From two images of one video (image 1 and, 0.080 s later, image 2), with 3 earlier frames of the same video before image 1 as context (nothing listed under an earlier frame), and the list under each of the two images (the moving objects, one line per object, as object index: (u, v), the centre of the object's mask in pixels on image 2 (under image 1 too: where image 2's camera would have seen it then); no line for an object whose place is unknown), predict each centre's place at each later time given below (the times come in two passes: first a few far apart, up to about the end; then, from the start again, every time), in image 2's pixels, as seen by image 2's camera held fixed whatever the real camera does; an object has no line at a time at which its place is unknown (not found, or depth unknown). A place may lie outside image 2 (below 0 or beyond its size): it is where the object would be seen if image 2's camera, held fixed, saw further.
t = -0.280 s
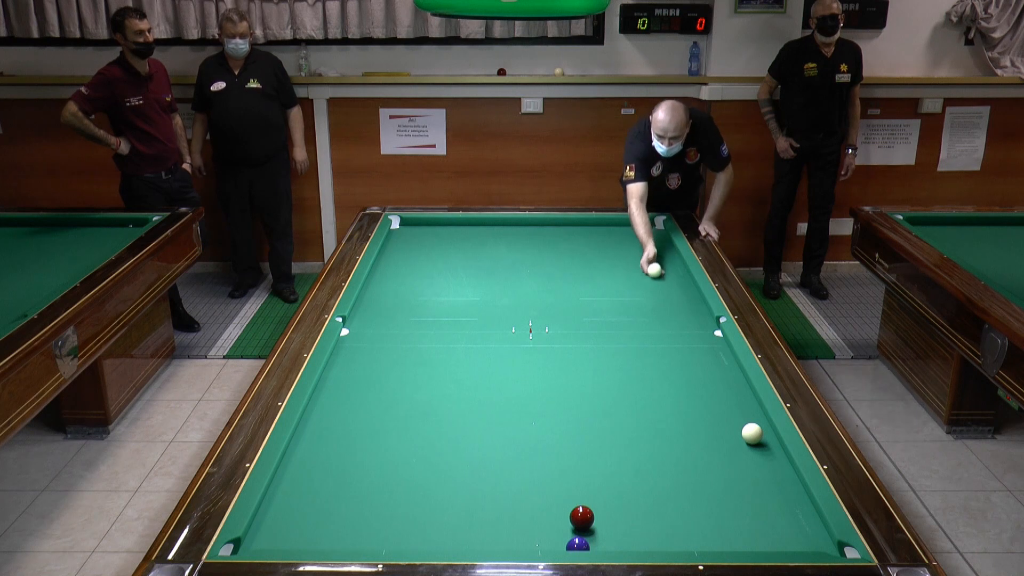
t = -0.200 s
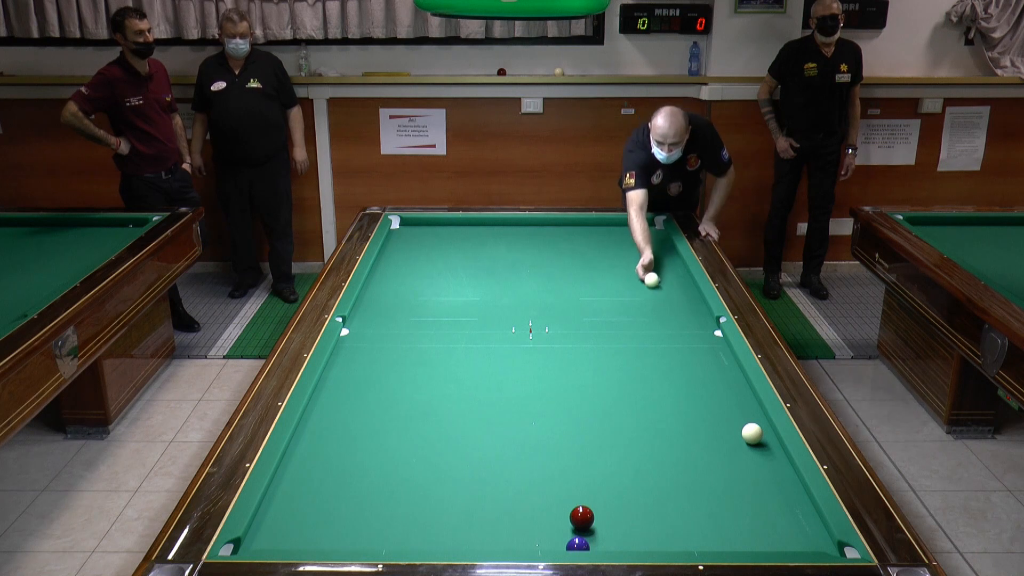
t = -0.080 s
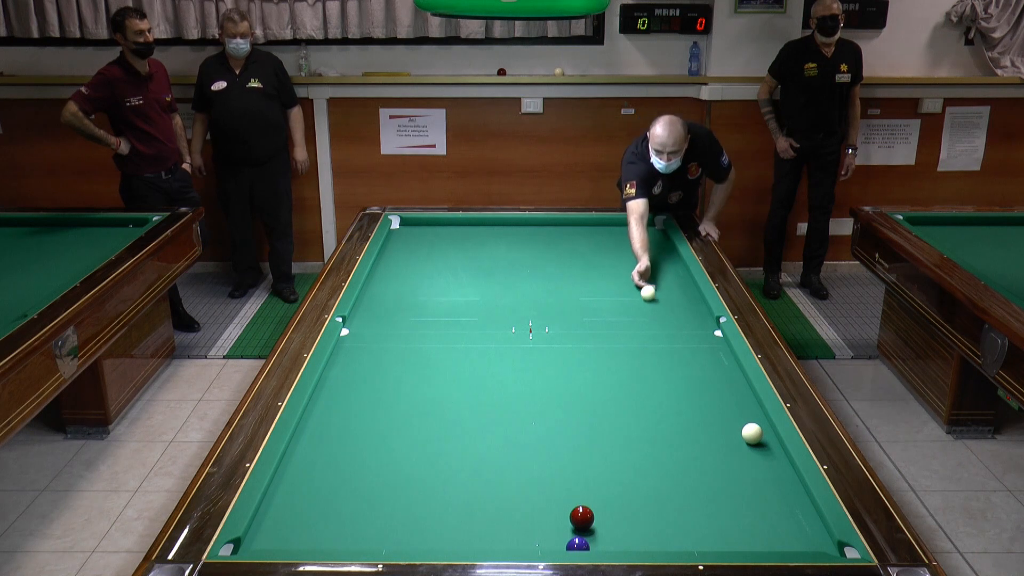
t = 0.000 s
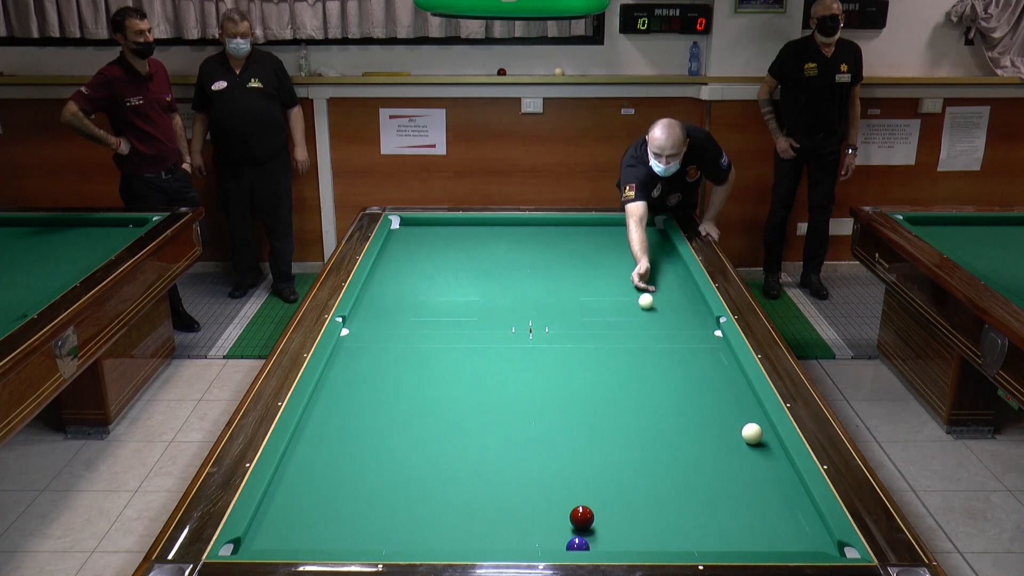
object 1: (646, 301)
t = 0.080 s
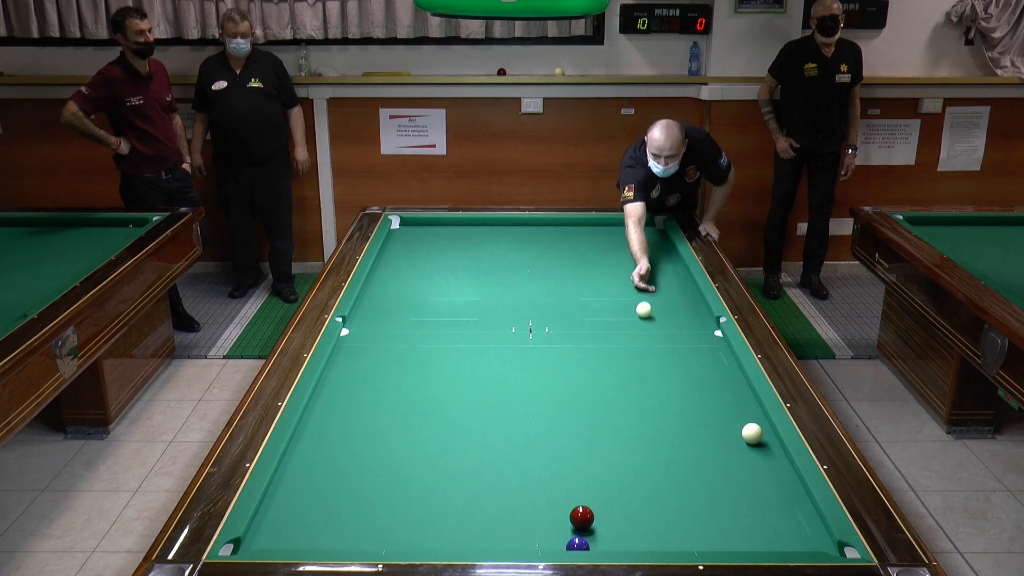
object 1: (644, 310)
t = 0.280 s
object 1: (638, 333)
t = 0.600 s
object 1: (627, 377)
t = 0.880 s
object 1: (615, 424)
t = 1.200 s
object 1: (599, 490)
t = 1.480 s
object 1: (620, 525)
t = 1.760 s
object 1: (644, 543)
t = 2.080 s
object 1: (655, 527)
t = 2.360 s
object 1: (664, 511)
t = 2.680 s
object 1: (673, 494)
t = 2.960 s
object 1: (680, 481)
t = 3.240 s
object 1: (686, 469)
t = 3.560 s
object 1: (692, 457)
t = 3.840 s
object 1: (696, 447)
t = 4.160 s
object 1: (701, 437)
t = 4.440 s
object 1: (705, 429)
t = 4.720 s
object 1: (709, 421)
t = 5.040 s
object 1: (712, 414)
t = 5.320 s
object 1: (715, 408)
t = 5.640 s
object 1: (718, 403)
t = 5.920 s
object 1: (720, 398)
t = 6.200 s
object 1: (721, 394)
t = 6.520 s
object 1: (723, 390)
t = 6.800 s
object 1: (724, 387)
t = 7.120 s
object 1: (725, 384)
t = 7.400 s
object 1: (726, 381)
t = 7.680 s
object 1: (726, 380)
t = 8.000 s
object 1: (726, 379)
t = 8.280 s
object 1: (726, 378)
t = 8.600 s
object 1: (727, 378)
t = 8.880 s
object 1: (727, 378)
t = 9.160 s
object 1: (727, 378)
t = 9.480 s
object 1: (727, 378)
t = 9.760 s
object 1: (727, 378)
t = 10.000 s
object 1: (727, 378)
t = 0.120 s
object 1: (643, 314)
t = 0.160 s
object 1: (641, 319)
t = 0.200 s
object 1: (640, 323)
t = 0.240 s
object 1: (639, 328)
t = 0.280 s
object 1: (638, 333)
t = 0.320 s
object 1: (637, 338)
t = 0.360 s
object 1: (635, 343)
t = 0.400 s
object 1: (634, 348)
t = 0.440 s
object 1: (633, 354)
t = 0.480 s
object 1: (631, 359)
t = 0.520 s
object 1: (630, 365)
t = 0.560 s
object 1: (629, 371)
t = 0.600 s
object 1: (627, 377)
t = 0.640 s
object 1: (625, 383)
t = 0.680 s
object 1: (624, 389)
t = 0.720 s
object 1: (622, 396)
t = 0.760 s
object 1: (621, 402)
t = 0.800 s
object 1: (619, 409)
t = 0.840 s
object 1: (617, 416)
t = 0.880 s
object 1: (615, 424)
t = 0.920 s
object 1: (613, 431)
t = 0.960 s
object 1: (612, 439)
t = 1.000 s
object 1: (610, 447)
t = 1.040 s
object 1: (608, 455)
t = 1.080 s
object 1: (605, 464)
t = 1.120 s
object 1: (603, 472)
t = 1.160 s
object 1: (601, 481)
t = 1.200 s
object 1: (599, 490)
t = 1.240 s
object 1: (597, 500)
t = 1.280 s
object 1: (597, 507)
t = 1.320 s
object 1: (602, 510)
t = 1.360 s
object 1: (607, 513)
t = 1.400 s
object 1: (612, 517)
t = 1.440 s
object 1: (616, 521)
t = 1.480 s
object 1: (620, 525)
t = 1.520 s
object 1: (623, 530)
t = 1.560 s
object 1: (627, 534)
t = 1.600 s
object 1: (631, 538)
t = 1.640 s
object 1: (635, 541)
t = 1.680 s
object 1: (639, 544)
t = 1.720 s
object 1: (642, 545)
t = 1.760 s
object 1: (644, 543)
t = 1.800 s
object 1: (645, 542)
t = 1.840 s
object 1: (647, 540)
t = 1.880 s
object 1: (648, 539)
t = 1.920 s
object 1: (650, 537)
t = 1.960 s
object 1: (651, 534)
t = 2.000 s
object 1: (653, 532)
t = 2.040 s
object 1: (654, 529)
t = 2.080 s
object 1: (655, 527)
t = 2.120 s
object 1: (657, 524)
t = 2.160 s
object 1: (658, 522)
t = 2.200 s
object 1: (659, 520)
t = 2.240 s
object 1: (660, 517)
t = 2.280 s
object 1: (662, 515)
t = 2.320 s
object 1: (663, 513)
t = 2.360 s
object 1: (664, 511)
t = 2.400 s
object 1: (665, 509)
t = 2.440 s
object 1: (666, 506)
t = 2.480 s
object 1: (668, 504)
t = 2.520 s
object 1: (669, 502)
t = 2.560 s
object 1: (670, 500)
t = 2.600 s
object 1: (671, 498)
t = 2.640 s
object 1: (672, 496)
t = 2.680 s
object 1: (673, 494)
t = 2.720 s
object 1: (674, 492)
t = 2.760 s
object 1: (675, 490)
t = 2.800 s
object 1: (676, 488)
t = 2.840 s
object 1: (677, 487)
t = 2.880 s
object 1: (678, 485)
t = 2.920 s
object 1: (679, 483)
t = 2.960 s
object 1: (680, 481)
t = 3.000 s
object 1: (681, 479)
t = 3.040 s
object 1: (682, 478)
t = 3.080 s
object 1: (683, 476)
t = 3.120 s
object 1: (683, 474)
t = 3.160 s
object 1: (684, 473)
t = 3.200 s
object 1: (685, 471)
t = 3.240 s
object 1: (686, 469)
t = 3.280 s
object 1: (687, 468)
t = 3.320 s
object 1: (687, 466)
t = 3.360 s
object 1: (688, 464)
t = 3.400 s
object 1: (689, 463)
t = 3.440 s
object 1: (690, 461)
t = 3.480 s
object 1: (690, 459)
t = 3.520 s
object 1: (691, 458)
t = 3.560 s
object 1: (692, 457)
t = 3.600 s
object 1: (692, 455)
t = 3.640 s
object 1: (693, 454)
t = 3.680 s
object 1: (694, 452)
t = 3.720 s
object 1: (694, 451)
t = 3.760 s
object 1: (695, 450)
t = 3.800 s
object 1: (696, 448)
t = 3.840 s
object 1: (696, 447)
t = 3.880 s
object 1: (697, 445)
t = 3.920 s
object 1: (698, 444)
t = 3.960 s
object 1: (698, 443)
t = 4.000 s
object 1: (699, 442)
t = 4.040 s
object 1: (700, 440)
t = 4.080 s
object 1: (700, 439)
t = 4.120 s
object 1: (701, 438)
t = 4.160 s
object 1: (701, 437)
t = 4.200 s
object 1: (702, 436)
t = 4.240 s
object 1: (702, 434)
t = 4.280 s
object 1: (703, 433)
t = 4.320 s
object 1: (703, 432)
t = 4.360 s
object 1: (704, 431)
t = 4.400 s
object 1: (705, 430)
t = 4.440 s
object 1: (705, 429)
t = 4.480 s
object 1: (706, 427)
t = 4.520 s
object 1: (706, 426)
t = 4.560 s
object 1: (707, 426)
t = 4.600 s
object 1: (707, 424)
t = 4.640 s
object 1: (708, 423)
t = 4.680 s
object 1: (708, 422)
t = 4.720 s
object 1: (709, 421)
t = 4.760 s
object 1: (709, 421)
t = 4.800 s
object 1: (710, 419)
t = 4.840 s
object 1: (710, 418)
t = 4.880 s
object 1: (711, 417)
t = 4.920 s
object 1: (711, 417)
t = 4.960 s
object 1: (711, 416)
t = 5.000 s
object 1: (712, 415)
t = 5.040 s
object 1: (712, 414)
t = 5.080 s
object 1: (713, 413)
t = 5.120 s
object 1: (713, 412)
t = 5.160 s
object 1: (713, 412)
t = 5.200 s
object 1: (714, 411)
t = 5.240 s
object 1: (714, 410)
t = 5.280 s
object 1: (715, 409)
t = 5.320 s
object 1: (715, 408)
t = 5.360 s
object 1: (716, 408)
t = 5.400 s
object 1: (716, 407)
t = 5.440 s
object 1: (716, 406)
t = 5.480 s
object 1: (716, 405)
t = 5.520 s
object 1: (717, 405)
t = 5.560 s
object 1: (717, 404)
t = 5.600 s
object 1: (717, 403)
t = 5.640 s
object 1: (718, 403)
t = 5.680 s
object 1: (718, 402)
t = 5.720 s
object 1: (718, 401)
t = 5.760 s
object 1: (719, 401)
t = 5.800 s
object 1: (719, 400)
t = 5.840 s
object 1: (719, 399)
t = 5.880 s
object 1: (719, 398)
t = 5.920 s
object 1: (720, 398)
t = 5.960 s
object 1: (720, 397)
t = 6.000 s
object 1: (720, 397)
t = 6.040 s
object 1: (720, 396)
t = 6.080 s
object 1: (721, 395)
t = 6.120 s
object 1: (721, 395)
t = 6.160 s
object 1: (721, 394)
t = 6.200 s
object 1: (721, 394)
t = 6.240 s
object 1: (721, 393)
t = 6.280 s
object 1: (722, 393)
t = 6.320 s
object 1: (722, 392)
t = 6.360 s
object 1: (722, 392)
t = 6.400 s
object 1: (722, 391)
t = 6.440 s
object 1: (723, 391)
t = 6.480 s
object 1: (723, 390)
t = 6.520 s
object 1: (723, 390)
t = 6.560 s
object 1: (723, 389)
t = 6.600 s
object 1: (723, 389)
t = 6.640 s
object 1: (723, 389)
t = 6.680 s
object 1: (723, 388)
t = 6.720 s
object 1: (724, 388)
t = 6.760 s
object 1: (724, 387)
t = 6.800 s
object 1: (724, 387)
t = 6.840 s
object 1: (724, 386)
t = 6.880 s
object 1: (724, 386)
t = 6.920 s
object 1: (724, 386)
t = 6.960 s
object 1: (724, 385)
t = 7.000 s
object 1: (724, 385)
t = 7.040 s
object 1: (724, 384)
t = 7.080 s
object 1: (725, 384)
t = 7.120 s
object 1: (725, 384)
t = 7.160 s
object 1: (725, 383)
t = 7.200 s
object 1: (725, 383)
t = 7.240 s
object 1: (725, 383)
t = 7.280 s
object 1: (725, 382)
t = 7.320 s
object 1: (725, 382)
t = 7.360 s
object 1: (726, 382)
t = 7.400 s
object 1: (726, 381)
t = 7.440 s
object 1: (726, 381)
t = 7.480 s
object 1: (726, 381)
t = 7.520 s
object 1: (726, 381)
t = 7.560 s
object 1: (726, 380)
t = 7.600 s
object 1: (726, 380)
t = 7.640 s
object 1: (726, 380)
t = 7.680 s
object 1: (726, 380)
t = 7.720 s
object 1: (726, 380)
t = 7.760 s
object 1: (726, 380)
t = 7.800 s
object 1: (726, 379)
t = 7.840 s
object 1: (726, 379)
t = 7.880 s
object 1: (726, 379)
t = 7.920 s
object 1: (726, 379)
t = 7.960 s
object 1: (726, 379)
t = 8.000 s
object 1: (726, 379)
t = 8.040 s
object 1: (726, 379)
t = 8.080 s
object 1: (726, 378)
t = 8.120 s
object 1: (726, 378)
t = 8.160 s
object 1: (727, 378)
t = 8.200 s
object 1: (726, 378)
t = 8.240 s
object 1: (726, 378)
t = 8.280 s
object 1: (726, 378)
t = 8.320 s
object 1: (727, 378)
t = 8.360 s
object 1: (727, 378)
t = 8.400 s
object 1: (726, 378)
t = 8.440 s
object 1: (727, 378)
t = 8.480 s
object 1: (727, 378)
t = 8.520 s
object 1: (727, 378)
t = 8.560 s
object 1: (727, 378)
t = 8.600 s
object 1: (727, 378)
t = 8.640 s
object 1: (727, 378)
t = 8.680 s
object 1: (727, 378)
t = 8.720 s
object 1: (727, 378)
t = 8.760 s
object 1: (727, 378)
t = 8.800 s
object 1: (727, 378)
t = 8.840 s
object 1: (727, 378)
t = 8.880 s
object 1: (727, 378)
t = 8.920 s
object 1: (727, 378)
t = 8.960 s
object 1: (727, 378)
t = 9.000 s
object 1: (727, 378)
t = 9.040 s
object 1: (727, 378)
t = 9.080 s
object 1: (727, 378)
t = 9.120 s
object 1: (727, 378)
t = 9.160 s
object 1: (727, 378)
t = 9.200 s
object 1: (727, 378)
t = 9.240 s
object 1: (727, 378)
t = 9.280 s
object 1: (727, 378)
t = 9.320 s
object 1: (727, 378)
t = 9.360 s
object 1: (727, 378)
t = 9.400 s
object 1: (727, 378)
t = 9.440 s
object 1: (727, 378)
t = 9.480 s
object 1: (727, 378)
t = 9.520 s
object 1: (727, 378)
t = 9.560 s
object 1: (727, 378)
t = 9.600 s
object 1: (727, 378)
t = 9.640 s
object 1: (727, 378)
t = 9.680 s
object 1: (727, 378)
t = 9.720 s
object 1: (727, 378)
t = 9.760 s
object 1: (727, 378)
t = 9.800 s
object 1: (727, 378)
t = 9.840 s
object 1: (727, 378)
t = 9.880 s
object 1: (727, 378)
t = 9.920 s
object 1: (727, 378)
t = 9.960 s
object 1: (727, 378)
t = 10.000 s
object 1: (727, 378)
